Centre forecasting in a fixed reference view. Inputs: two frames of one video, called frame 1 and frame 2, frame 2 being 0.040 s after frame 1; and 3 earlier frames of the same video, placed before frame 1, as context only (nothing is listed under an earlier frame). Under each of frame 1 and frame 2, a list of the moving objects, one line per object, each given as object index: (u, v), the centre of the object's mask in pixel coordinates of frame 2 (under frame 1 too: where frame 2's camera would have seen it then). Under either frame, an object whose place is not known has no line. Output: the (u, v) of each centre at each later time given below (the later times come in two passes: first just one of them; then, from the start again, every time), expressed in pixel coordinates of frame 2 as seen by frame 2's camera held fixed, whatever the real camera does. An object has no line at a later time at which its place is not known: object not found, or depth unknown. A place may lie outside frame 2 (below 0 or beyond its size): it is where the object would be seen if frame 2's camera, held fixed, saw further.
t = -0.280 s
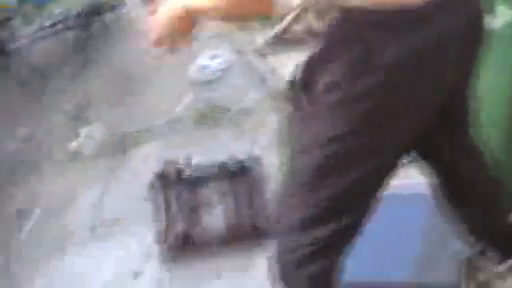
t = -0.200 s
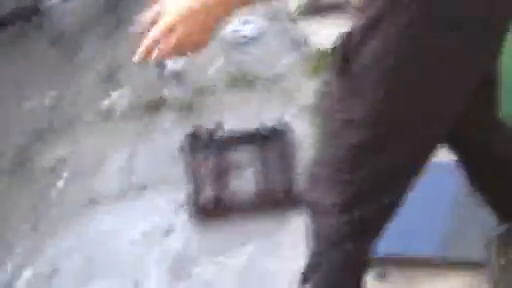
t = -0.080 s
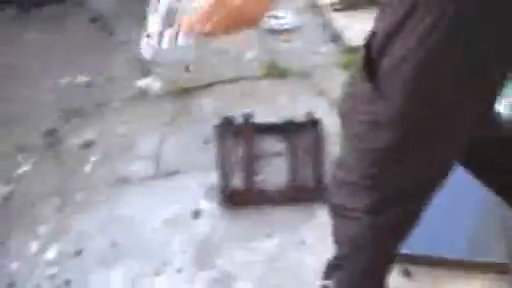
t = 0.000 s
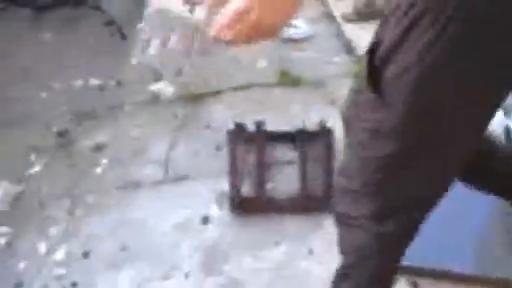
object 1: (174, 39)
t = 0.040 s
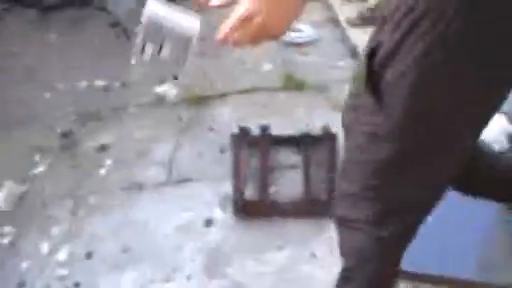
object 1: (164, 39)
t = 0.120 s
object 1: (148, 50)
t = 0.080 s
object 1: (158, 42)
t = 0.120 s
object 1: (148, 50)
